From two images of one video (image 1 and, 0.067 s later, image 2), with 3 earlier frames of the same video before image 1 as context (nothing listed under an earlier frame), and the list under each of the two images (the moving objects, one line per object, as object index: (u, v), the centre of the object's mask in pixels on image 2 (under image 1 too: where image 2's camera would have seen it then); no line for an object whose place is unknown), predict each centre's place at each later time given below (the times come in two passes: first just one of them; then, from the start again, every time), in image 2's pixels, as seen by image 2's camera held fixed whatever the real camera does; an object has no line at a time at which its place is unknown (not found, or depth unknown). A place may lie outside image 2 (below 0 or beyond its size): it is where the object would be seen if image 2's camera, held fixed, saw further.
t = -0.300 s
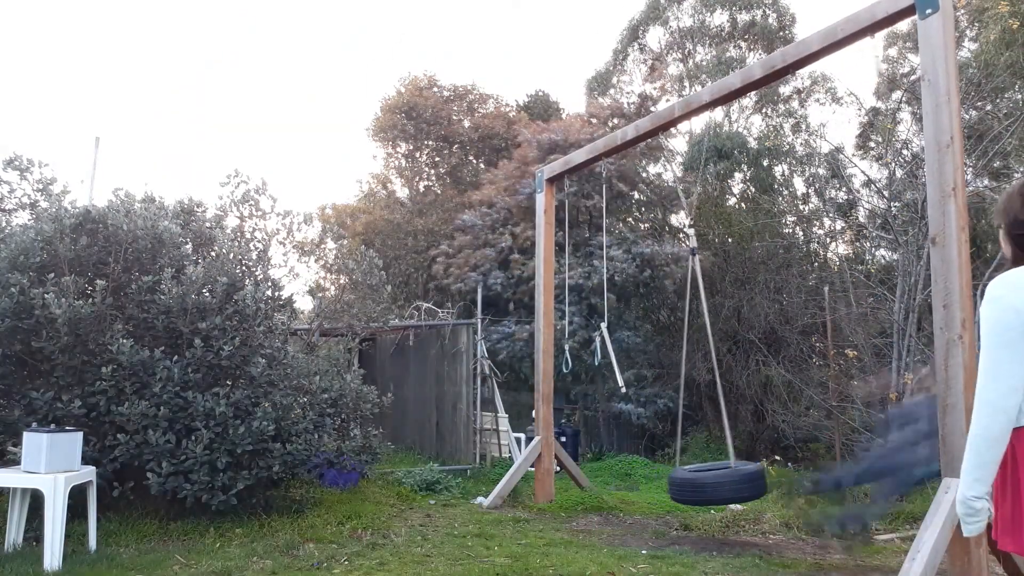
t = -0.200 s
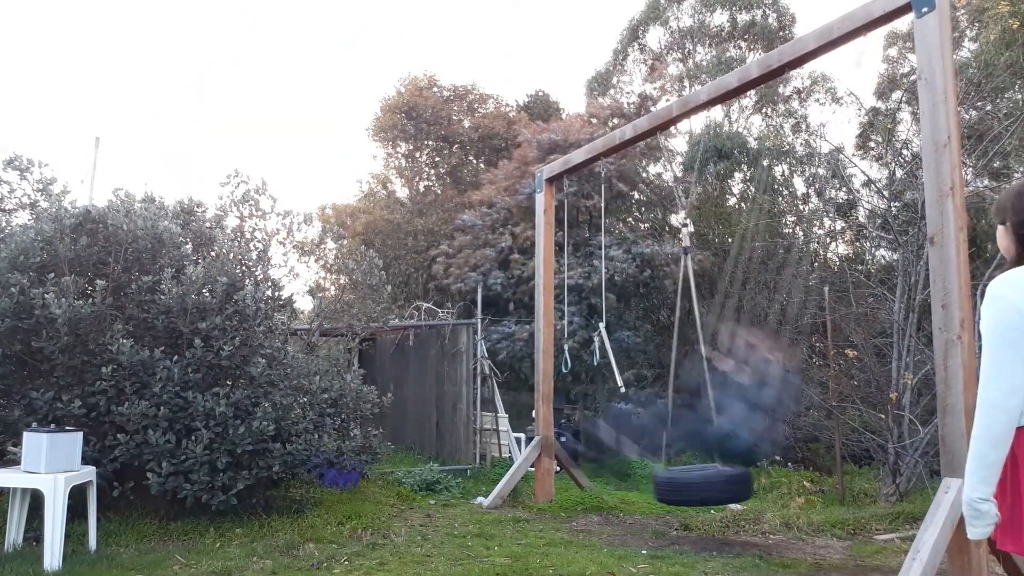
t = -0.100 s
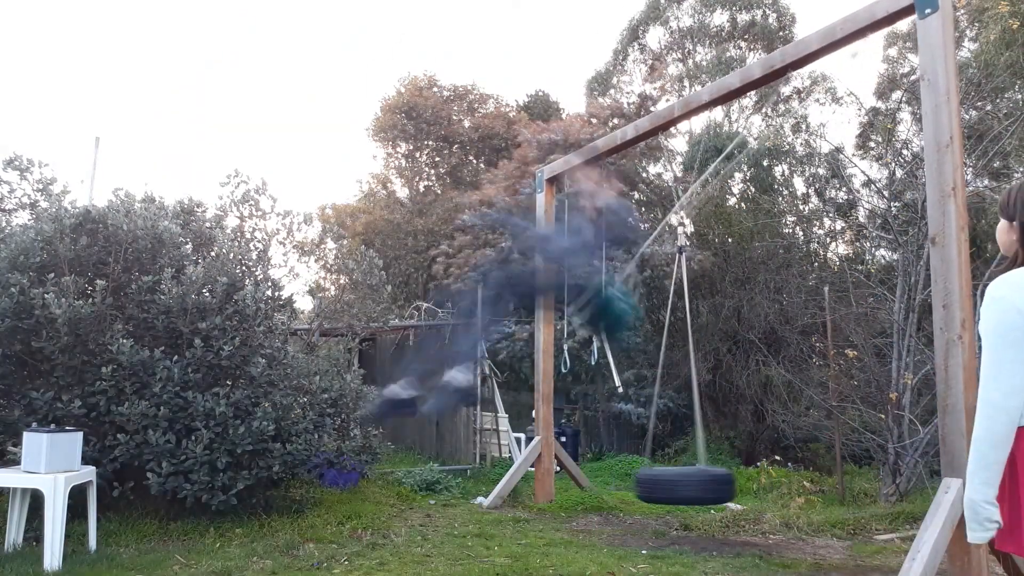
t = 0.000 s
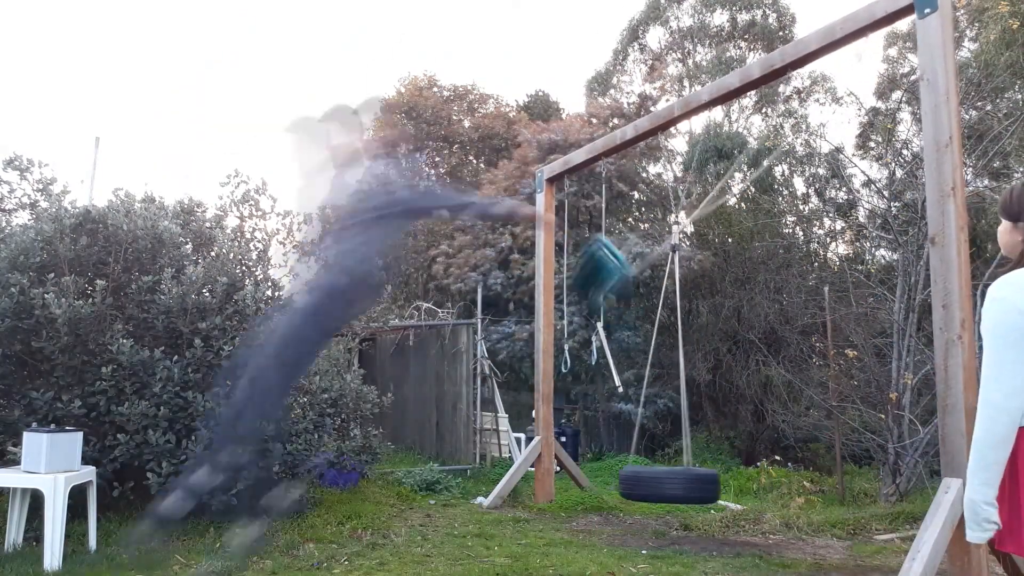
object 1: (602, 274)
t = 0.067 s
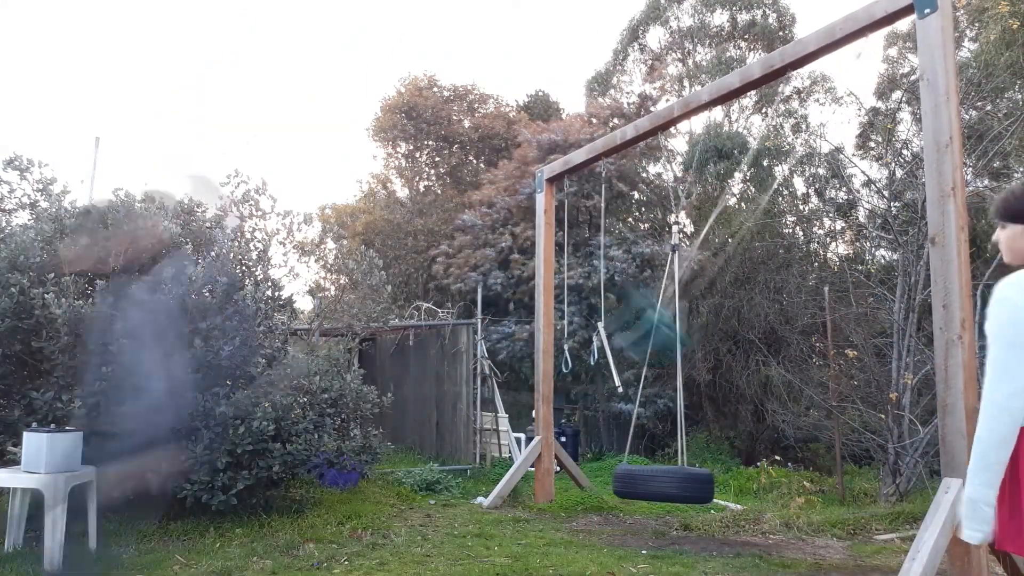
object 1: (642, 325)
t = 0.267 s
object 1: (900, 472)
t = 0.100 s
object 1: (690, 379)
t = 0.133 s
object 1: (734, 420)
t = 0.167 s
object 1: (779, 451)
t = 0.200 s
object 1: (824, 472)
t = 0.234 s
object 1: (864, 478)
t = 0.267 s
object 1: (900, 472)
